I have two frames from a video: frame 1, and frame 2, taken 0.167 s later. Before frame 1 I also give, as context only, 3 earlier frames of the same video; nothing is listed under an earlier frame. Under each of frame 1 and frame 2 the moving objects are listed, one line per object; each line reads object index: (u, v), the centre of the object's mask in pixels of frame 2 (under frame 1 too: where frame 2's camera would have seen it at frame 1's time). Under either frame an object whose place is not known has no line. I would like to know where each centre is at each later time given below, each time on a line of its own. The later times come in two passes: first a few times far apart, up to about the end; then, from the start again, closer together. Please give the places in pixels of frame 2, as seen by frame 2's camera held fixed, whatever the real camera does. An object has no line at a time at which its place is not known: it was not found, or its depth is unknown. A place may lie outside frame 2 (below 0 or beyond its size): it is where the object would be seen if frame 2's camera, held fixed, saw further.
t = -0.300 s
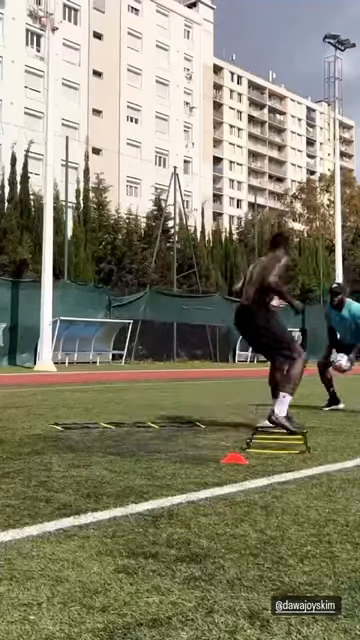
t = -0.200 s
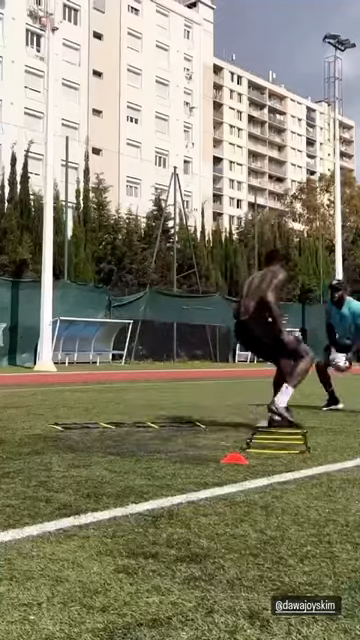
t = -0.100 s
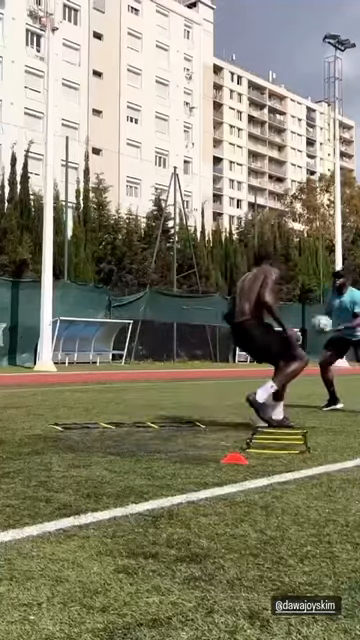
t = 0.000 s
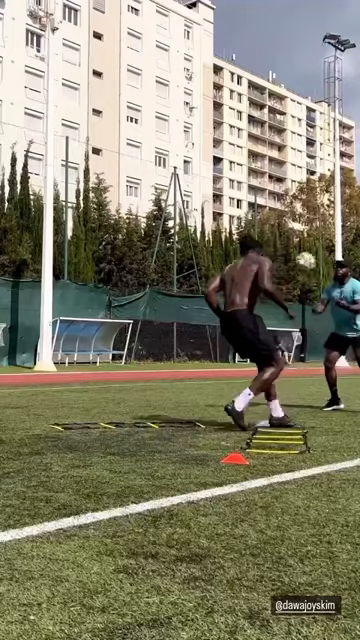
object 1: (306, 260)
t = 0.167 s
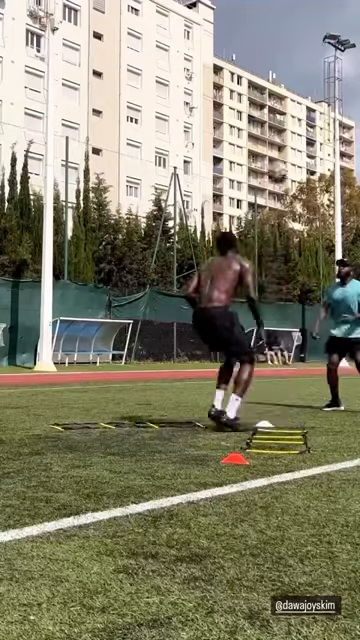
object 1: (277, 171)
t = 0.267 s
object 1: (259, 127)
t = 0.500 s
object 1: (216, 51)
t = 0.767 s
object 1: (156, 29)
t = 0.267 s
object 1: (259, 127)
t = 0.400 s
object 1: (236, 78)
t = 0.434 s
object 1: (230, 68)
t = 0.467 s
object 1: (223, 59)
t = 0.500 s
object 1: (216, 51)
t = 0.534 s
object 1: (208, 44)
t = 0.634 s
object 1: (187, 31)
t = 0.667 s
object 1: (179, 28)
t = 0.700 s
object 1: (171, 27)
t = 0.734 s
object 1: (164, 27)
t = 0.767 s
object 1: (156, 29)
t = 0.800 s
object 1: (148, 32)
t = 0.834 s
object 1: (139, 37)
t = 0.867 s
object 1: (131, 42)
